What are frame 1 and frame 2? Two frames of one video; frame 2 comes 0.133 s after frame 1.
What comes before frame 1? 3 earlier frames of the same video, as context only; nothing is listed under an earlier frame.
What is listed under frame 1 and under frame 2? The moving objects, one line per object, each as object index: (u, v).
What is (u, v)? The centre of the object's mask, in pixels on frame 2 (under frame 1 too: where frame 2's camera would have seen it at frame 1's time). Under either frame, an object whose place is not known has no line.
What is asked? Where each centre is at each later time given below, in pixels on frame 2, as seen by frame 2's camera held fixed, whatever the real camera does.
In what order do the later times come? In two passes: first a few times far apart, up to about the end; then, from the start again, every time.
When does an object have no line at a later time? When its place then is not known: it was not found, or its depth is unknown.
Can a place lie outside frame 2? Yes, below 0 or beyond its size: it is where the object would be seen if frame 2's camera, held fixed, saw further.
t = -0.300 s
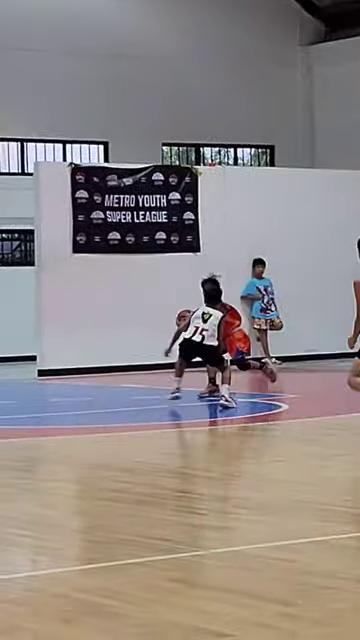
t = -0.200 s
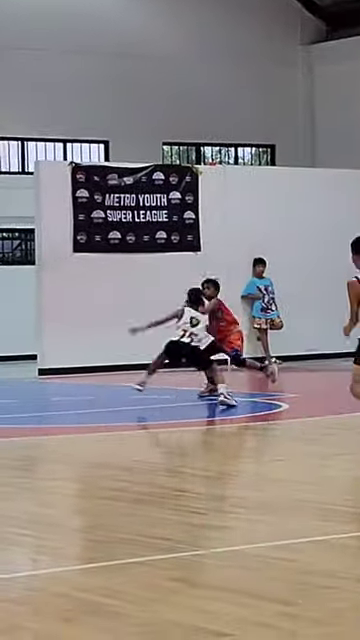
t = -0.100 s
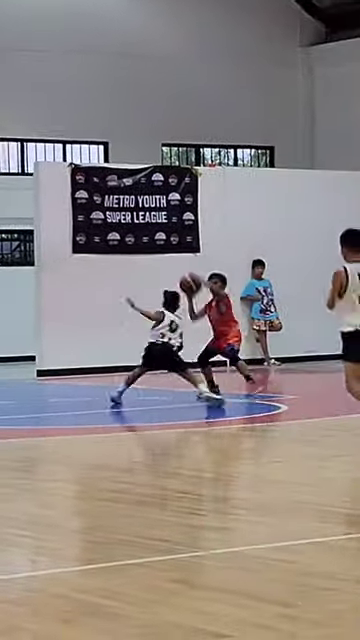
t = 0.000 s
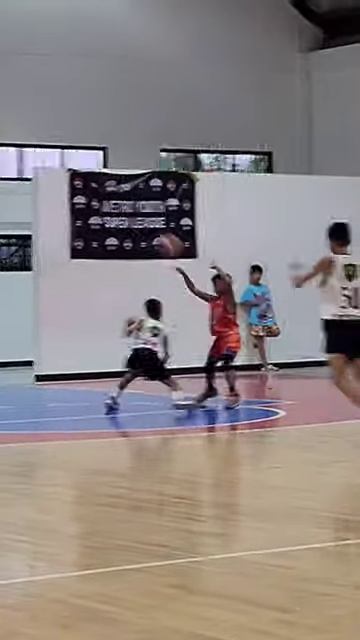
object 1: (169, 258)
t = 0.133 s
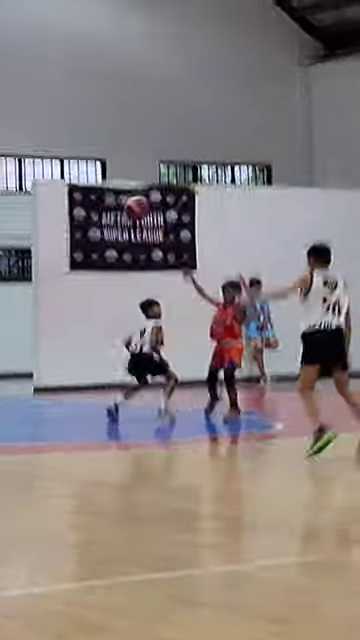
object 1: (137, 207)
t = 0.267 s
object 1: (103, 173)
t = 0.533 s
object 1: (28, 157)
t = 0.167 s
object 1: (130, 199)
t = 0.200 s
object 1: (120, 189)
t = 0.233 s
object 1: (111, 180)
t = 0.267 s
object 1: (103, 173)
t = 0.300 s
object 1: (94, 168)
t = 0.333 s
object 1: (84, 163)
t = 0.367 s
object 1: (75, 158)
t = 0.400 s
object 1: (66, 156)
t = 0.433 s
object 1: (57, 154)
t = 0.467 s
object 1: (48, 154)
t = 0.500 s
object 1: (38, 155)
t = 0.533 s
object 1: (28, 157)
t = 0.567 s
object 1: (19, 162)
